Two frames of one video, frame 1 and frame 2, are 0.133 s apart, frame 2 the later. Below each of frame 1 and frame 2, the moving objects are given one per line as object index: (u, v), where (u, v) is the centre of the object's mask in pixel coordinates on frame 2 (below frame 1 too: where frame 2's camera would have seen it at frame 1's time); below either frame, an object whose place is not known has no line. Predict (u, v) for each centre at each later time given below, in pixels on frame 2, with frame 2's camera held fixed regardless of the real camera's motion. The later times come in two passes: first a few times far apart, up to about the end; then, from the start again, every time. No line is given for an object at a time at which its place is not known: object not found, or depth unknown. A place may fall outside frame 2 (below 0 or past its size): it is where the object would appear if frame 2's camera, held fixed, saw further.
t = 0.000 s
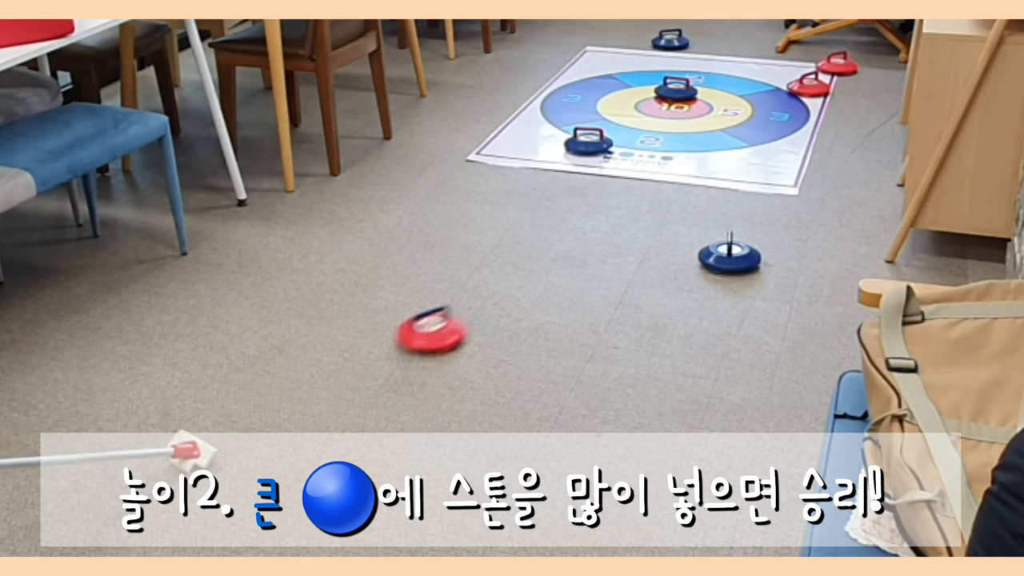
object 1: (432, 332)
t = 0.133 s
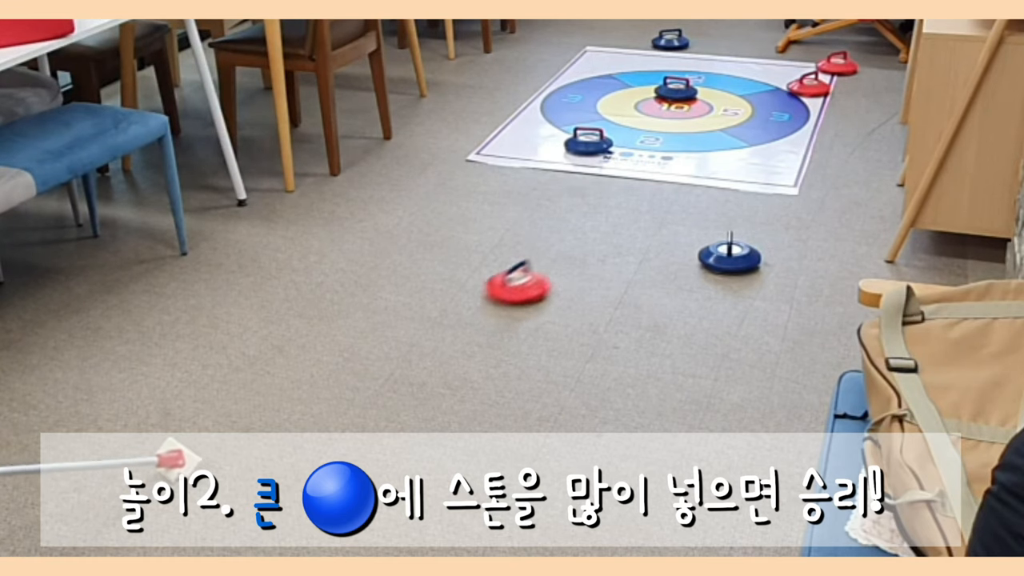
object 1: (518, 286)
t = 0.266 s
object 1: (588, 247)
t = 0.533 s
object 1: (694, 188)
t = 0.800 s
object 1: (774, 144)
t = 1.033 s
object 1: (826, 115)
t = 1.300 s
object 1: (873, 86)
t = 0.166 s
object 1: (537, 275)
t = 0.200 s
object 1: (555, 266)
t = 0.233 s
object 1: (572, 256)
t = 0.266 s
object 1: (588, 247)
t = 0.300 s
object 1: (603, 240)
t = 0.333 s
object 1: (618, 231)
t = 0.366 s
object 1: (633, 223)
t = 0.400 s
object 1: (646, 216)
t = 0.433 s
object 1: (659, 208)
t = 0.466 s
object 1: (671, 201)
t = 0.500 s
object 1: (683, 194)
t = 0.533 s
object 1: (694, 188)
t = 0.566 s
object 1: (705, 181)
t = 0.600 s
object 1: (716, 175)
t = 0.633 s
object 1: (727, 169)
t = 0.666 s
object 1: (737, 163)
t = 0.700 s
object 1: (747, 158)
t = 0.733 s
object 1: (756, 153)
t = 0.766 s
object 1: (765, 148)
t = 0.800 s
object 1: (774, 144)
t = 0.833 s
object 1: (782, 139)
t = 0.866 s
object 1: (790, 135)
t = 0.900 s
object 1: (798, 131)
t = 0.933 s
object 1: (806, 128)
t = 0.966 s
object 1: (813, 123)
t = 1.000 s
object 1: (819, 119)
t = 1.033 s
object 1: (826, 115)
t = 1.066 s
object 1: (833, 111)
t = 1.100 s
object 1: (839, 107)
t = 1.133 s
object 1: (845, 103)
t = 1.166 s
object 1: (851, 100)
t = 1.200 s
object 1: (856, 96)
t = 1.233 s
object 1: (862, 92)
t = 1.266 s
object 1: (868, 89)
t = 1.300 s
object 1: (873, 86)
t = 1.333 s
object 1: (878, 83)
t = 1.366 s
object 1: (883, 80)
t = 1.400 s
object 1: (887, 77)
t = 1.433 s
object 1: (890, 73)
